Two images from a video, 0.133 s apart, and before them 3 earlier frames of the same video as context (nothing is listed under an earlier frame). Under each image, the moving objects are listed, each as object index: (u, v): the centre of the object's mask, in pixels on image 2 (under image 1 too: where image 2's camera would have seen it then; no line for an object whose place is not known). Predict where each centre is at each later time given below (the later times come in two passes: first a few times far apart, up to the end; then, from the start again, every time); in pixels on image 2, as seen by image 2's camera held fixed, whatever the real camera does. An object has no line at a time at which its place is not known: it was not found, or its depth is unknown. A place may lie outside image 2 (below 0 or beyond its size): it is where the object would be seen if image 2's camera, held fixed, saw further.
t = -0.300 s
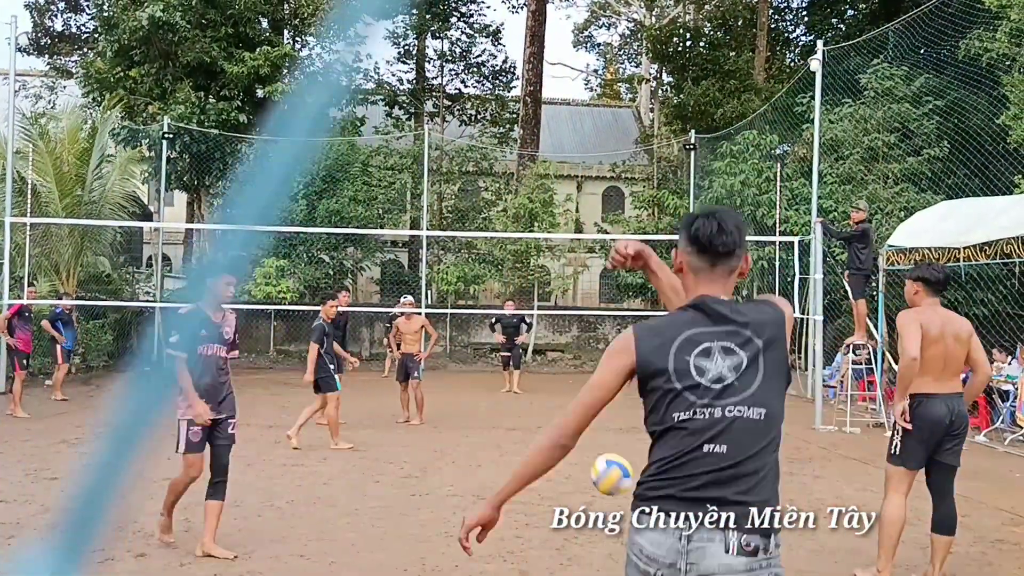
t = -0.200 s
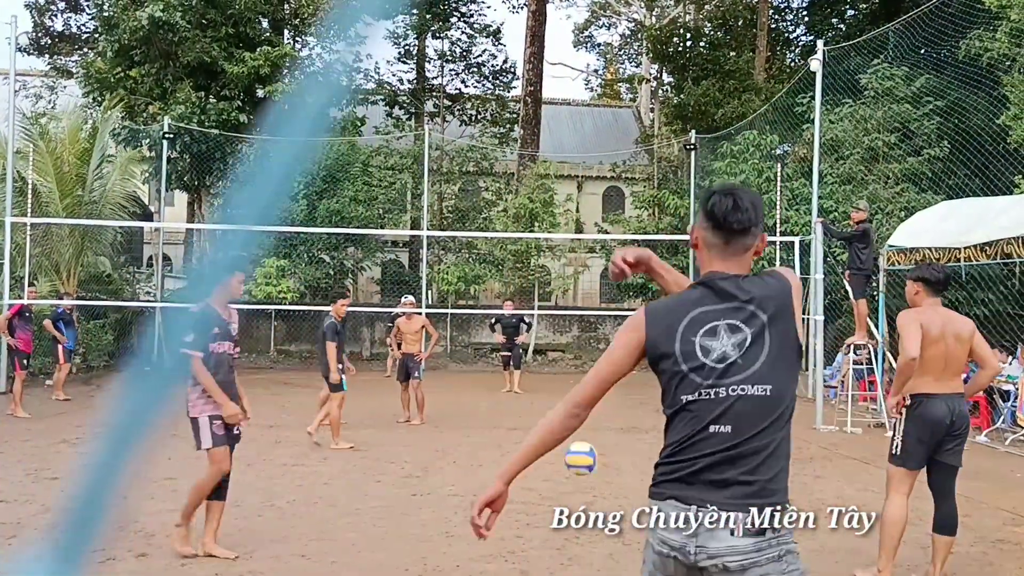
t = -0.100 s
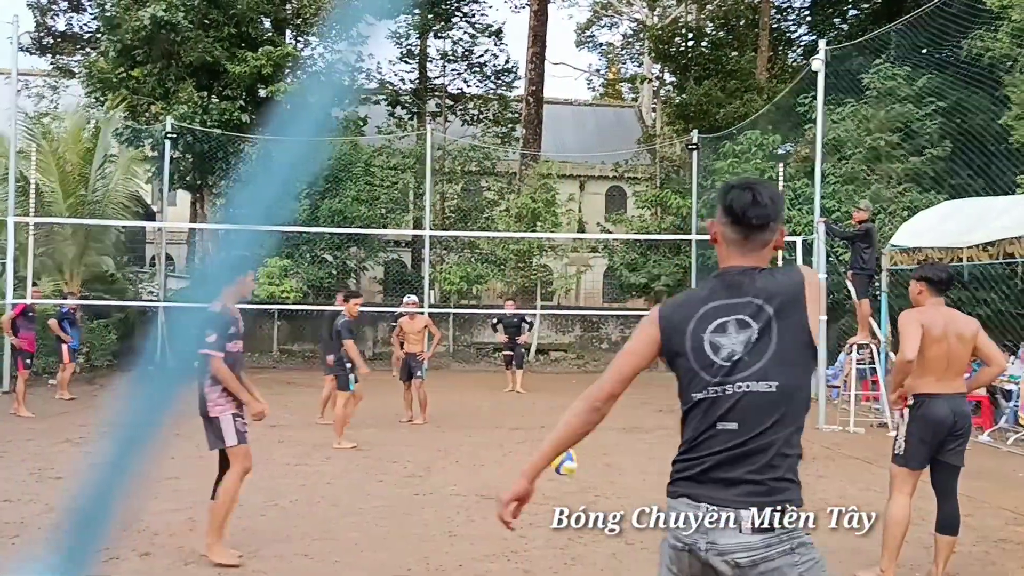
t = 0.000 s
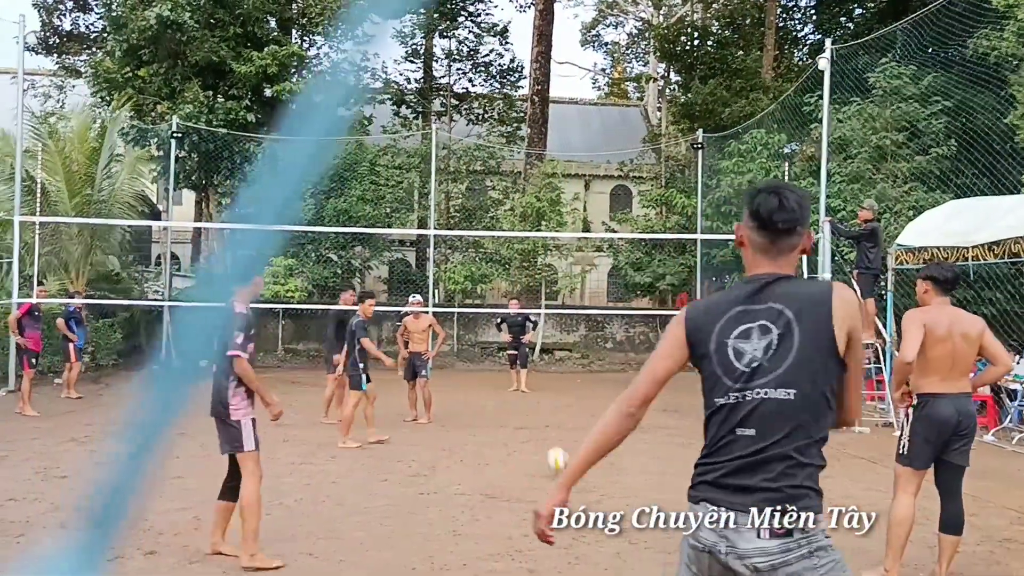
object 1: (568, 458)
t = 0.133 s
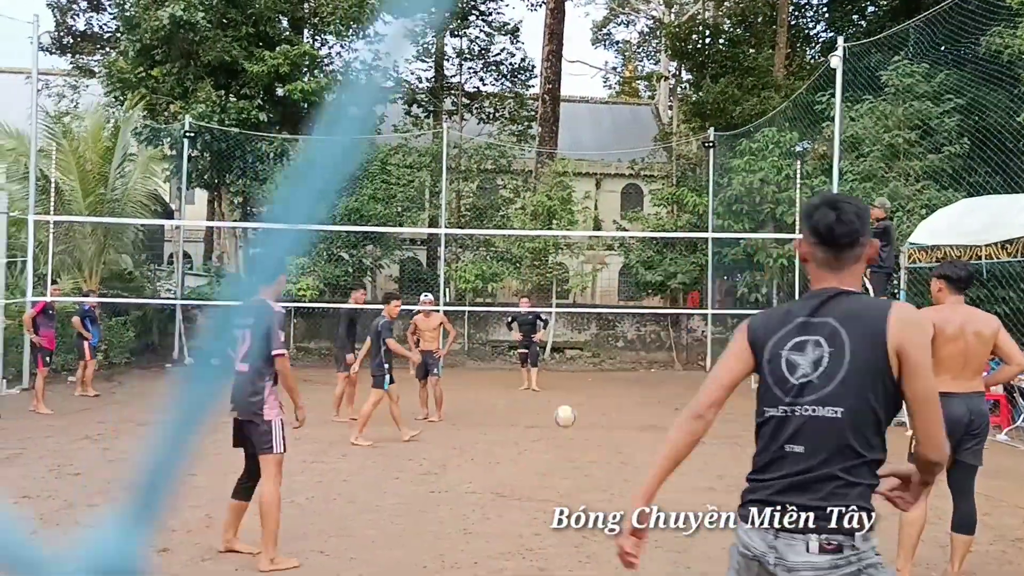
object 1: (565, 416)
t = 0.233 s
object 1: (563, 403)
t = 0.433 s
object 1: (559, 408)
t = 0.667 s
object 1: (554, 402)
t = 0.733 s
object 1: (553, 401)
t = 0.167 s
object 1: (564, 410)
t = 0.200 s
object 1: (564, 406)
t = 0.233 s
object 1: (563, 403)
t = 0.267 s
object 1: (562, 401)
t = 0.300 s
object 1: (561, 400)
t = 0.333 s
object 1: (560, 401)
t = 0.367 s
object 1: (560, 402)
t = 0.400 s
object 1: (560, 405)
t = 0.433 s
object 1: (559, 408)
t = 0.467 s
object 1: (559, 413)
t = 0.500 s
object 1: (558, 418)
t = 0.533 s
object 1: (558, 414)
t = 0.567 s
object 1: (557, 409)
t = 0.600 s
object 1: (556, 405)
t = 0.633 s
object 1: (555, 403)
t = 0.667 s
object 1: (554, 402)
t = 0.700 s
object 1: (553, 401)
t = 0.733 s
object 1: (553, 401)
